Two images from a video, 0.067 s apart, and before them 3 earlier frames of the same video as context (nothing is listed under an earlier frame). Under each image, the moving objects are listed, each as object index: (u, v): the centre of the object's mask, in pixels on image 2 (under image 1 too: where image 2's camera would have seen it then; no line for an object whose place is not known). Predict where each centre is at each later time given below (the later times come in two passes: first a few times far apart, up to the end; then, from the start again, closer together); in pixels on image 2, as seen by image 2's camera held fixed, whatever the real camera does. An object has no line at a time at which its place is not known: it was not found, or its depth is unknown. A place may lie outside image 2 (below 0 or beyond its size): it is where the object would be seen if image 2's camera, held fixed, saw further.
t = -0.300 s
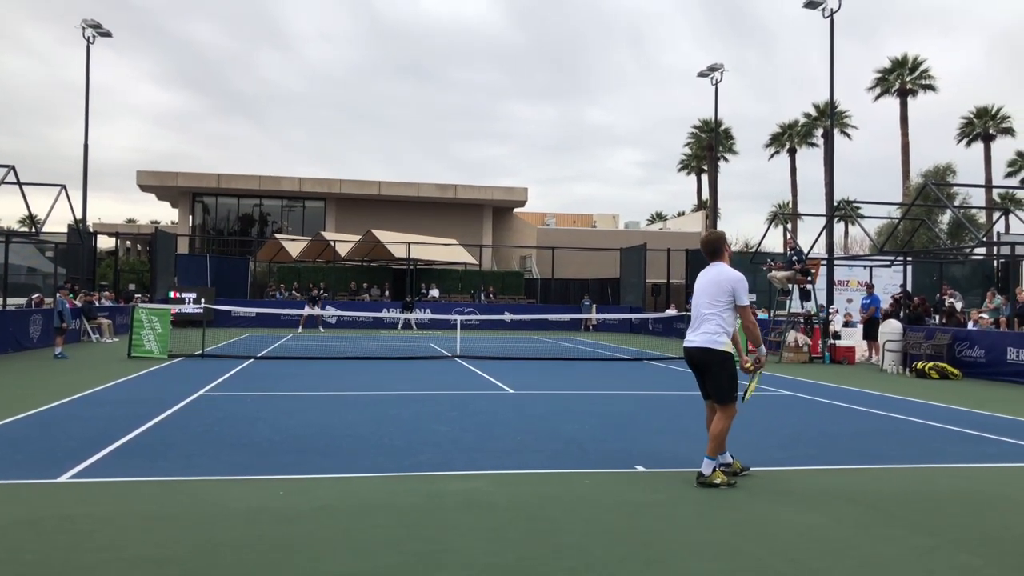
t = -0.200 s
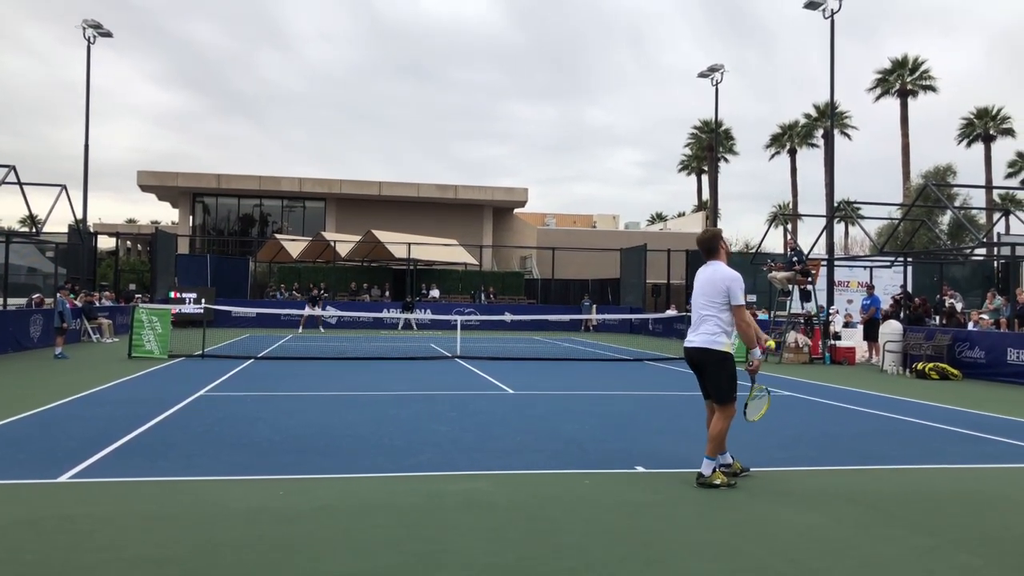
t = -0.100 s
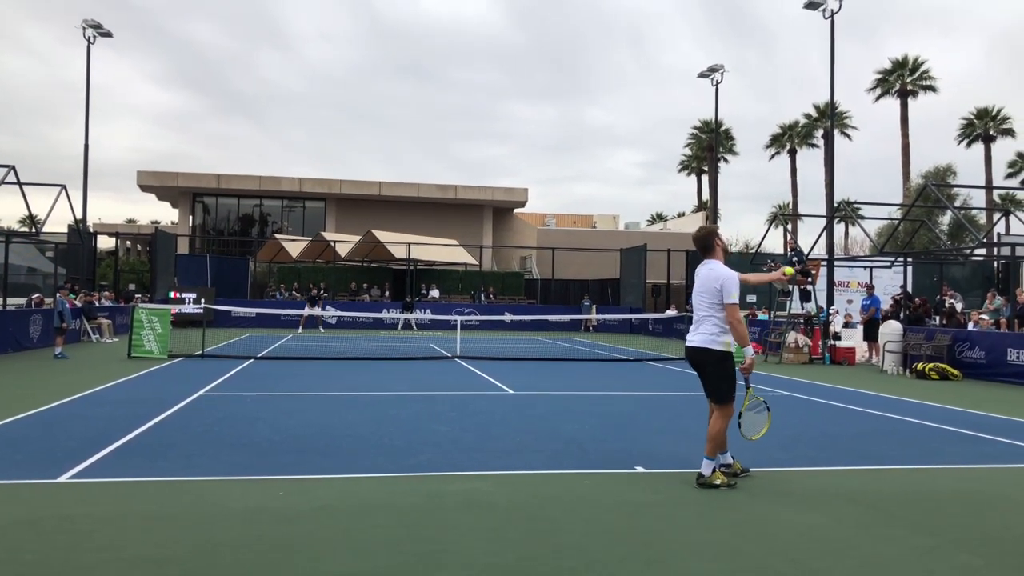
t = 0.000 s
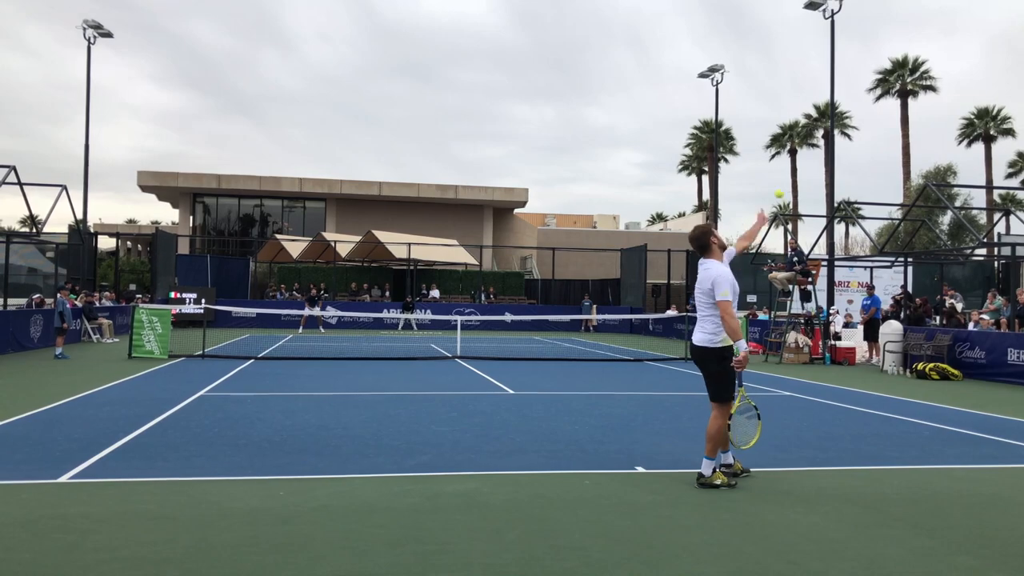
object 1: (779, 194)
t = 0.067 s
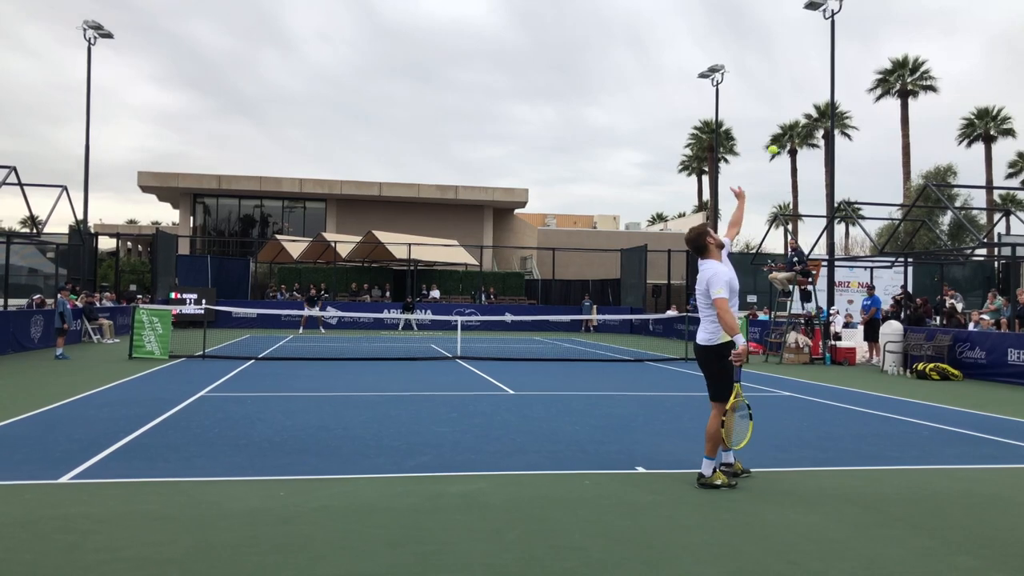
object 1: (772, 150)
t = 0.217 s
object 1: (757, 74)
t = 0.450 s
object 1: (734, 16)
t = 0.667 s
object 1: (712, 22)
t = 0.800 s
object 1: (698, 54)
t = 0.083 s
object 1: (771, 139)
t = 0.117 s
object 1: (767, 122)
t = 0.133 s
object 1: (766, 112)
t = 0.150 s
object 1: (764, 104)
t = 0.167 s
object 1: (762, 96)
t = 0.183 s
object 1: (761, 88)
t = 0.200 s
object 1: (759, 81)
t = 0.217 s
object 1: (757, 74)
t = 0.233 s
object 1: (756, 68)
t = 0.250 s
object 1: (754, 62)
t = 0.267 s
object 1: (752, 56)
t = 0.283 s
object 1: (750, 50)
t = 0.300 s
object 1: (749, 45)
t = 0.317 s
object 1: (747, 41)
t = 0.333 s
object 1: (745, 36)
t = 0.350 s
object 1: (744, 32)
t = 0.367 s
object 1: (742, 29)
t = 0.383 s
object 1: (740, 26)
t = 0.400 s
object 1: (739, 23)
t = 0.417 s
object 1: (737, 20)
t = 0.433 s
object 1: (735, 18)
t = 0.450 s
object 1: (734, 16)
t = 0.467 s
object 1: (732, 14)
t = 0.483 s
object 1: (730, 13)
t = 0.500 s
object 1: (729, 12)
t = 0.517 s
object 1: (727, 12)
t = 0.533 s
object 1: (726, 11)
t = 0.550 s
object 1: (724, 11)
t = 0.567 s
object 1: (722, 12)
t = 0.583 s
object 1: (720, 13)
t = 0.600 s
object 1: (718, 14)
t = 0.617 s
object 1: (717, 16)
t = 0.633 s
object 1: (715, 17)
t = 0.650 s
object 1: (713, 19)
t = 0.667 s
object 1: (712, 22)
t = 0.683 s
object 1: (710, 25)
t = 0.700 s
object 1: (708, 28)
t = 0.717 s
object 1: (707, 31)
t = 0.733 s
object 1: (705, 35)
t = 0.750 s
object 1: (703, 39)
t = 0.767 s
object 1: (702, 44)
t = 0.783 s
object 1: (700, 49)
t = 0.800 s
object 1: (698, 54)
